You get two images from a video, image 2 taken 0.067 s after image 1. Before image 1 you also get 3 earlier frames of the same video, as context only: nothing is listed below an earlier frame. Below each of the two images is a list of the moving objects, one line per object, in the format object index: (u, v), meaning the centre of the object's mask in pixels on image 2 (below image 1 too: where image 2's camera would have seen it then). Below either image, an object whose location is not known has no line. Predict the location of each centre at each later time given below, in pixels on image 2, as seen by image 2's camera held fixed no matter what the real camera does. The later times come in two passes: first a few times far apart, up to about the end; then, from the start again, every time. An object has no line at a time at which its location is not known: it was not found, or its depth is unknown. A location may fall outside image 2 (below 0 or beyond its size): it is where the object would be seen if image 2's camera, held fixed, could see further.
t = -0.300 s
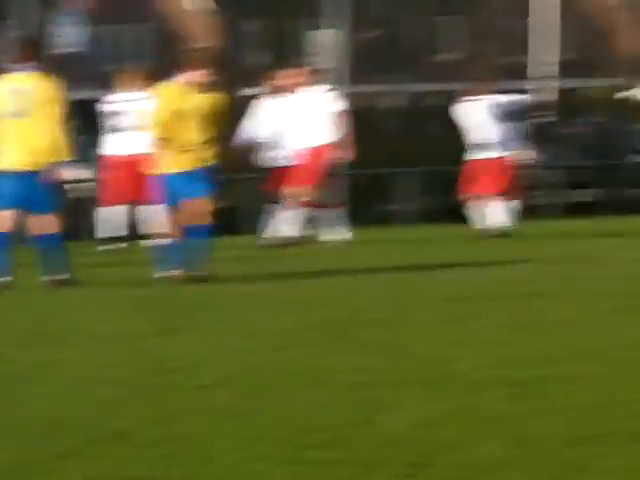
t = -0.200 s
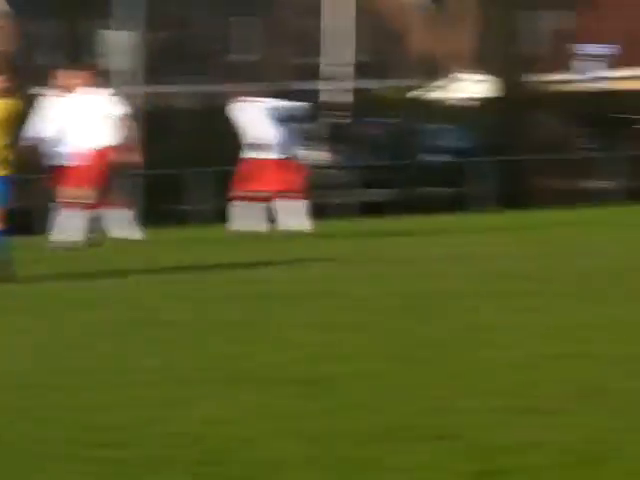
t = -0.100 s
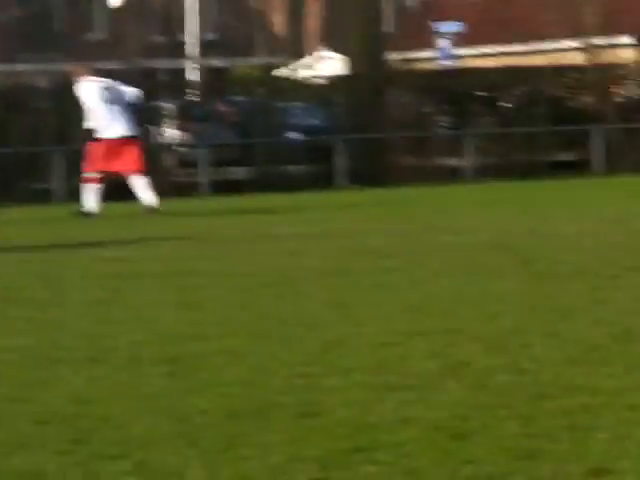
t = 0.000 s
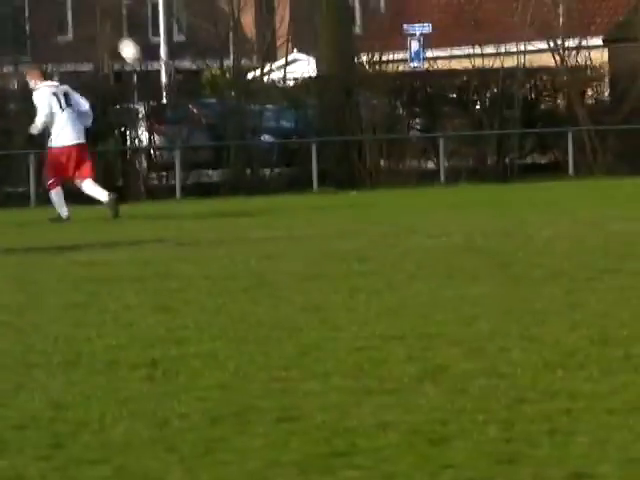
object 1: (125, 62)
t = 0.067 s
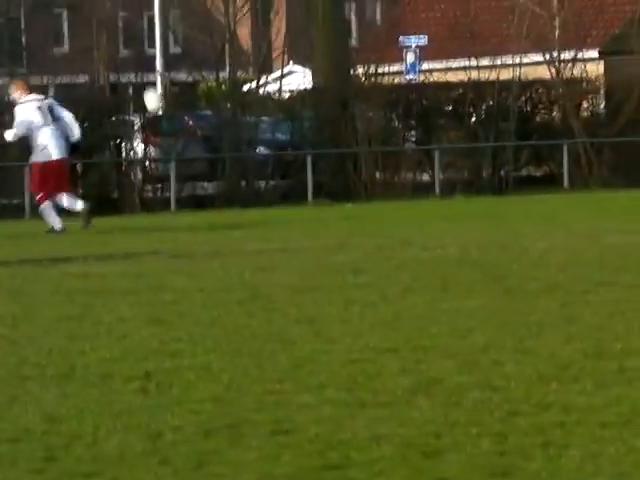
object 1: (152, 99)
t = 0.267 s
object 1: (230, 199)
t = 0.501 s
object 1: (285, 129)
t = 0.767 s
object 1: (347, 106)
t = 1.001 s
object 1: (401, 132)
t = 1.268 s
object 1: (460, 189)
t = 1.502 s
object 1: (501, 172)
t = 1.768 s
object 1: (547, 192)
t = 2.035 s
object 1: (591, 188)
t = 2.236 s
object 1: (621, 186)
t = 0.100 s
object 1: (167, 120)
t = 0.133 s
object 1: (181, 142)
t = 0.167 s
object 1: (195, 164)
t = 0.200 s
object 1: (209, 187)
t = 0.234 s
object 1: (221, 207)
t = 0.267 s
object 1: (230, 199)
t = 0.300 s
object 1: (238, 186)
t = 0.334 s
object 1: (245, 173)
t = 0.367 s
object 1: (253, 163)
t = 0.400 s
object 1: (261, 154)
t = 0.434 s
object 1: (269, 145)
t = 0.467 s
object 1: (277, 136)
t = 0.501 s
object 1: (285, 129)
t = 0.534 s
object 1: (293, 123)
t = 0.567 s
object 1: (300, 118)
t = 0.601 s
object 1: (308, 114)
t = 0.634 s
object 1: (316, 110)
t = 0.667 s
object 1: (323, 108)
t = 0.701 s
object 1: (331, 106)
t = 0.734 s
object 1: (339, 105)
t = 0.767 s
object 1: (347, 106)
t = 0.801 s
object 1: (355, 107)
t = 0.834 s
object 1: (362, 109)
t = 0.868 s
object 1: (370, 112)
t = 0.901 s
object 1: (377, 115)
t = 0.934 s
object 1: (385, 121)
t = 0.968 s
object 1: (393, 126)
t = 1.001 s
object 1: (401, 132)
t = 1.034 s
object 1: (409, 140)
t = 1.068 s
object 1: (417, 148)
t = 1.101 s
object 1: (425, 157)
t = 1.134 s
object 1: (431, 168)
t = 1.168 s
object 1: (440, 179)
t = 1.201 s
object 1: (448, 190)
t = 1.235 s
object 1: (454, 195)
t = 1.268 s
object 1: (460, 189)
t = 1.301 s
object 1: (466, 184)
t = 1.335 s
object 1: (472, 180)
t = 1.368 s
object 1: (478, 177)
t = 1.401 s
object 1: (484, 174)
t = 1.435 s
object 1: (490, 172)
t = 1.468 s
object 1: (496, 172)
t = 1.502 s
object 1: (501, 172)
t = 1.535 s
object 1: (507, 172)
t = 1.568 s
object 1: (513, 174)
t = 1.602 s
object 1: (520, 177)
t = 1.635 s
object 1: (526, 180)
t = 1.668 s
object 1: (532, 185)
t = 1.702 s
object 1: (537, 190)
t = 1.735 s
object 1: (542, 192)
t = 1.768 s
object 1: (547, 192)
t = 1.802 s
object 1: (552, 189)
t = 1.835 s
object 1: (558, 188)
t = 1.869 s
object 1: (563, 190)
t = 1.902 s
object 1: (569, 190)
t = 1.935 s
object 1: (574, 191)
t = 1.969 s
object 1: (580, 189)
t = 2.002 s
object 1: (585, 189)
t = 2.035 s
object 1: (591, 188)
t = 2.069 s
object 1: (596, 188)
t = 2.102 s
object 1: (600, 188)
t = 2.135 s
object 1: (606, 188)
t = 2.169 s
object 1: (611, 188)
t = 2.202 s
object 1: (616, 187)
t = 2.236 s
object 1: (621, 186)
